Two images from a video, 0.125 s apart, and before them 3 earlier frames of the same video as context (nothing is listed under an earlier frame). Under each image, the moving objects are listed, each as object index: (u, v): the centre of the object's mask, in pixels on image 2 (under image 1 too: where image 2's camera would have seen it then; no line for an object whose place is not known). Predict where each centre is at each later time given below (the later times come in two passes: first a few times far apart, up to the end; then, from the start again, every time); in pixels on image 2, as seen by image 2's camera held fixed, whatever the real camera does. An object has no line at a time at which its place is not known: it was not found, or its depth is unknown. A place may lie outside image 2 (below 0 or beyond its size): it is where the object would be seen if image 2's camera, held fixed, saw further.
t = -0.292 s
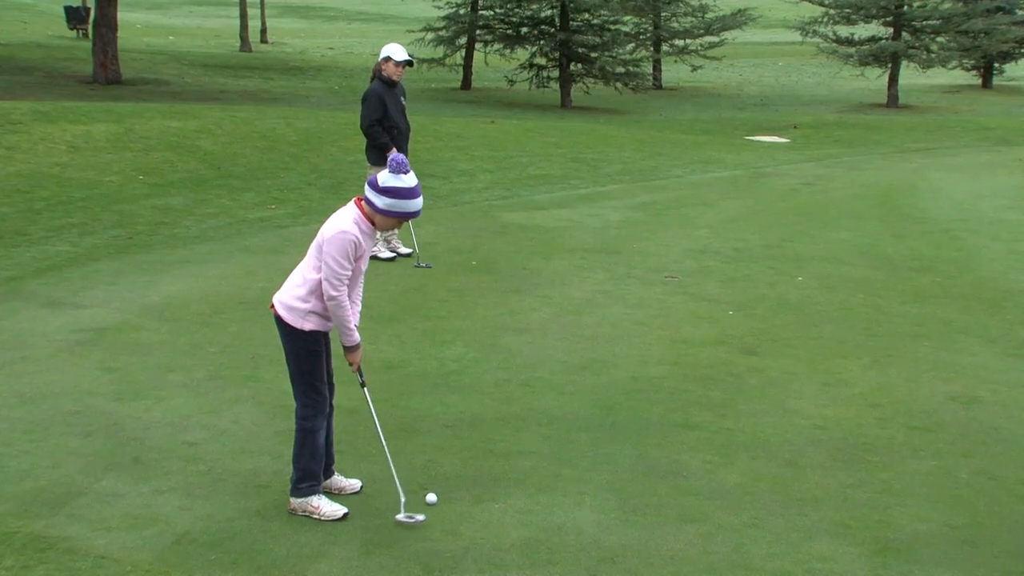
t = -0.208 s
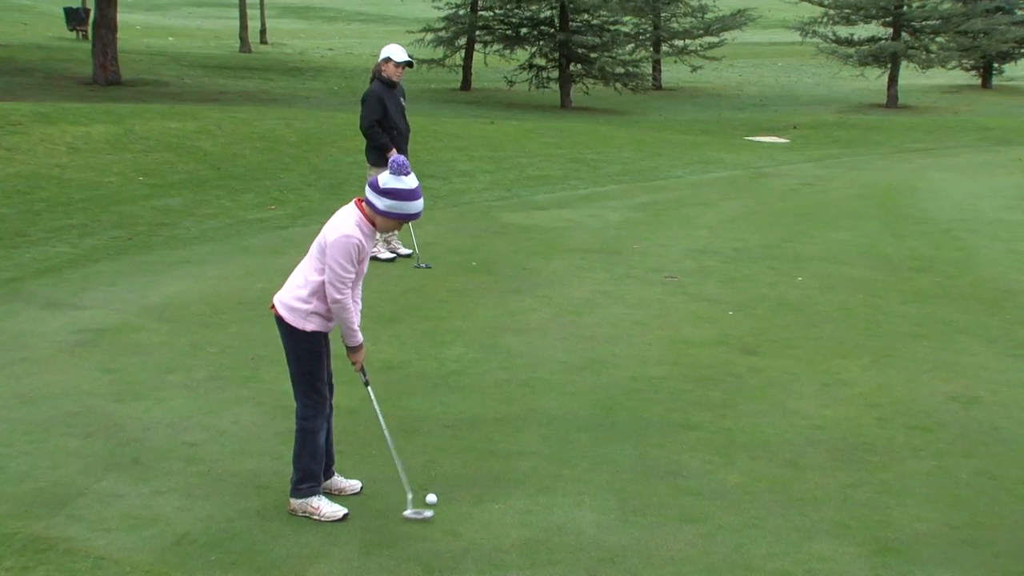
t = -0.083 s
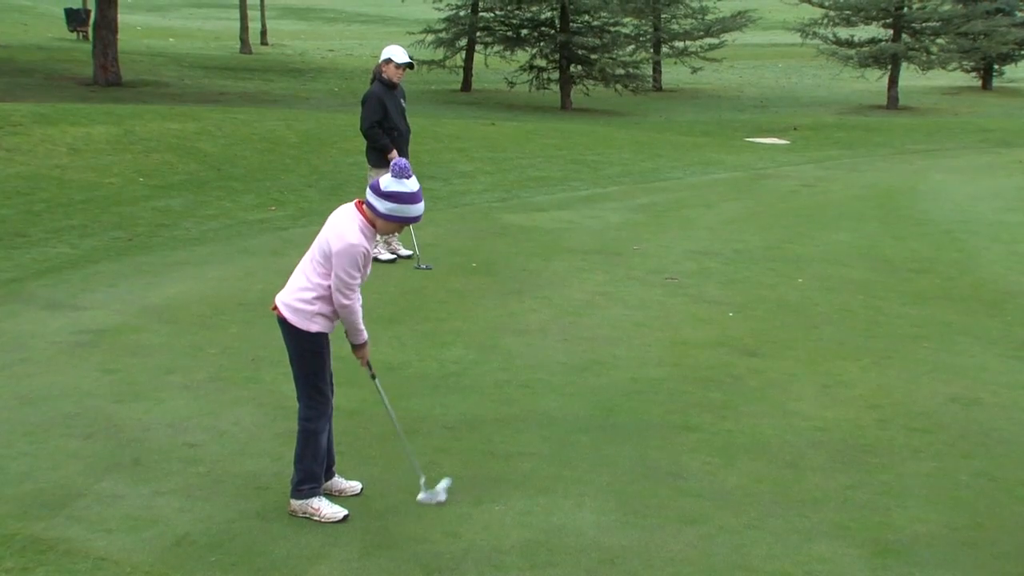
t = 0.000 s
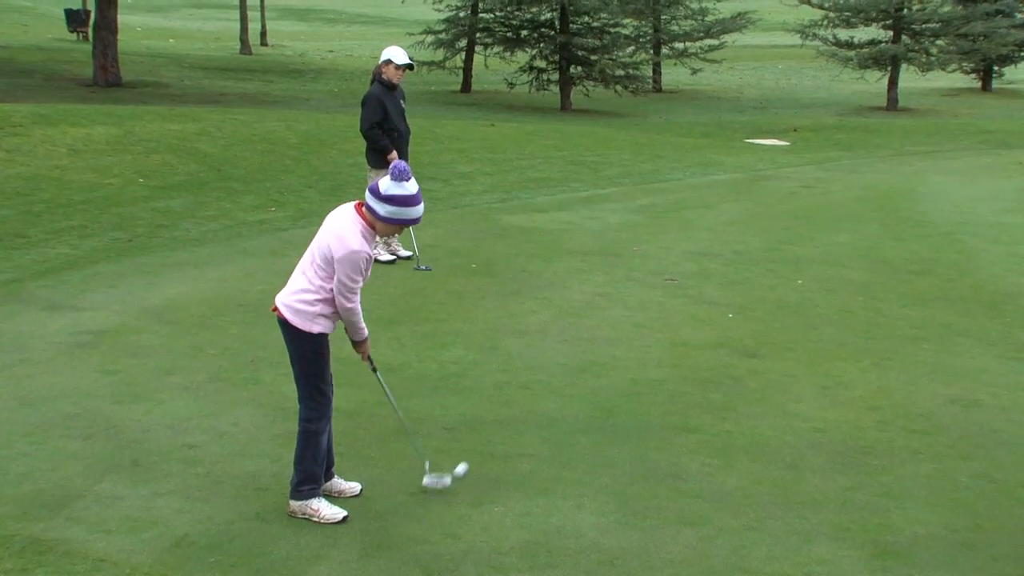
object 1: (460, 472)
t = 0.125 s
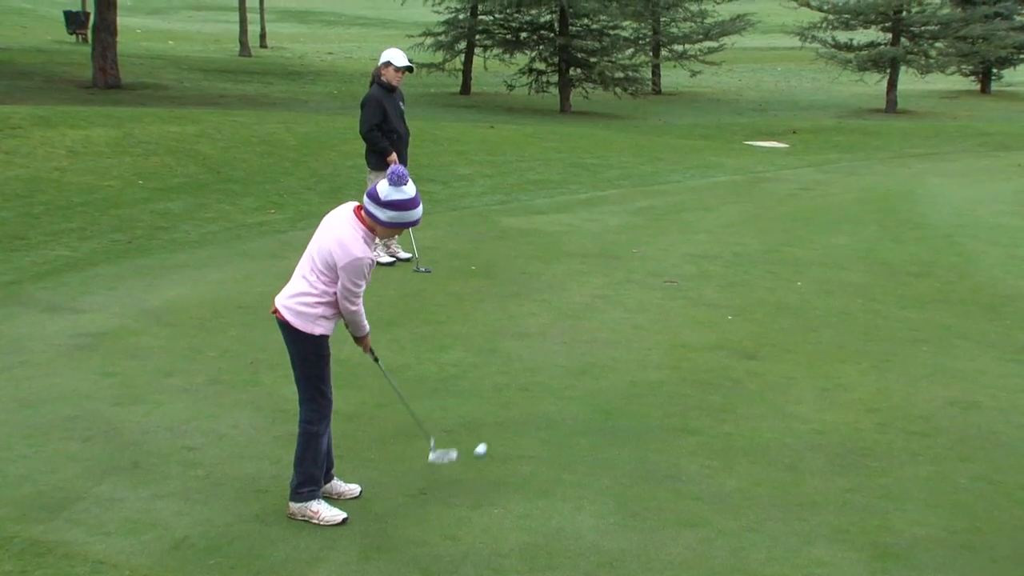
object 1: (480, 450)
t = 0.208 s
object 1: (491, 438)
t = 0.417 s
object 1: (513, 412)
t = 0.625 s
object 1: (532, 391)
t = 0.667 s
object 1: (535, 388)
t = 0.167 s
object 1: (485, 443)
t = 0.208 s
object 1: (491, 438)
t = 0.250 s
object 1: (495, 432)
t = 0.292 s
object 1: (500, 427)
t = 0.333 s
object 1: (505, 422)
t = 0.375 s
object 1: (509, 417)
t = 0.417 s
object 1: (513, 412)
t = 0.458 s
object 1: (518, 408)
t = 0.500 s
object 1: (521, 403)
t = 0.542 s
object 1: (525, 399)
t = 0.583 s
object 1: (528, 396)
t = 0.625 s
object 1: (532, 391)
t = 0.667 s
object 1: (535, 388)
